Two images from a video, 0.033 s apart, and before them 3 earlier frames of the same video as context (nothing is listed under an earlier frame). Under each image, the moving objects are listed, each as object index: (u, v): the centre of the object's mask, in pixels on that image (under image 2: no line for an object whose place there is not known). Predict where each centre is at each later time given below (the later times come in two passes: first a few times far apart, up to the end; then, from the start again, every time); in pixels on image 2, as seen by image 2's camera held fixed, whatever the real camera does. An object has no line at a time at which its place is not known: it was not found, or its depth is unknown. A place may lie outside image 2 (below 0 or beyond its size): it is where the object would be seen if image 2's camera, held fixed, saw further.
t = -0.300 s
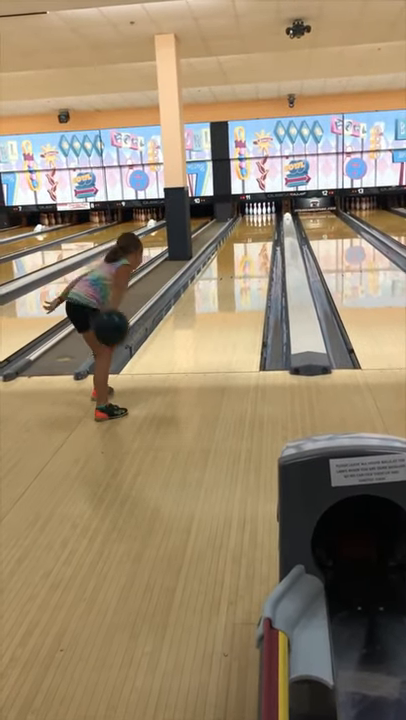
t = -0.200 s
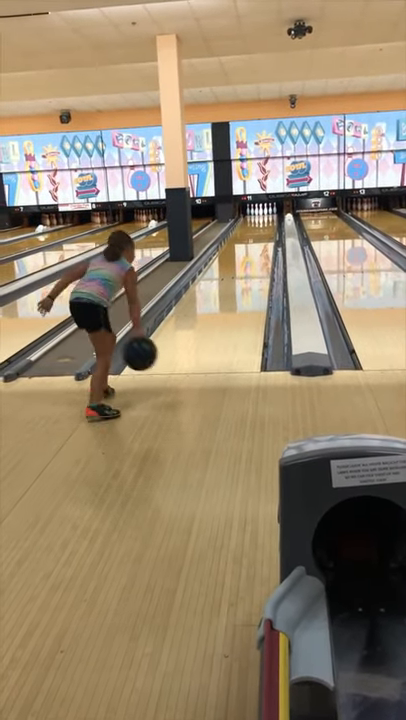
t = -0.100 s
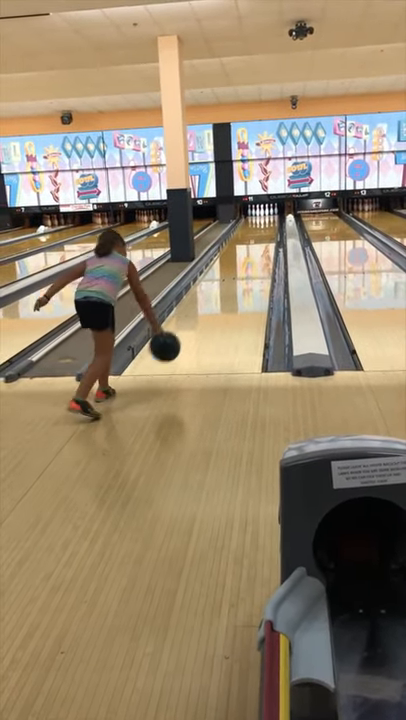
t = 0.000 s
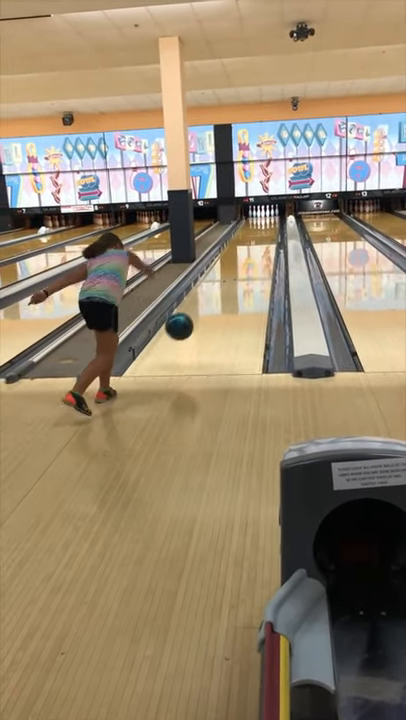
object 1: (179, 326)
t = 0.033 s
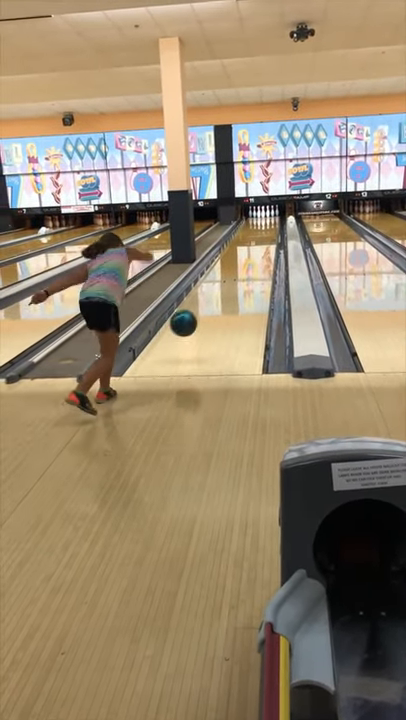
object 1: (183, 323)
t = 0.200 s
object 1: (201, 324)
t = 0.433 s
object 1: (217, 301)
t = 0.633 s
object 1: (227, 285)
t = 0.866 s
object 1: (236, 272)
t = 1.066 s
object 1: (242, 262)
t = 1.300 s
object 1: (248, 254)
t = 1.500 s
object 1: (252, 248)
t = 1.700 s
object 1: (255, 242)
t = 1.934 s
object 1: (258, 237)
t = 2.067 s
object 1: (260, 235)
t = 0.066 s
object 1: (187, 321)
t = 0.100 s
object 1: (190, 320)
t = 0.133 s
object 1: (194, 320)
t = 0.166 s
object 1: (197, 322)
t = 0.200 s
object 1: (201, 324)
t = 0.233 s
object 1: (203, 320)
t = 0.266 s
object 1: (206, 316)
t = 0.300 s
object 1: (208, 313)
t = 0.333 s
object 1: (211, 310)
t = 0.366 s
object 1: (213, 307)
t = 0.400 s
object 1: (215, 303)
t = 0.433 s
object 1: (217, 301)
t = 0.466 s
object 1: (219, 298)
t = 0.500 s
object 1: (221, 295)
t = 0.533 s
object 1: (222, 292)
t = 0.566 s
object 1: (224, 290)
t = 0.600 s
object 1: (225, 288)
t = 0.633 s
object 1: (227, 285)
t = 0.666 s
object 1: (228, 283)
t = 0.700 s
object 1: (230, 281)
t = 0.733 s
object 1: (231, 279)
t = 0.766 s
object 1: (233, 277)
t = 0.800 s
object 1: (234, 275)
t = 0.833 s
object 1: (235, 274)
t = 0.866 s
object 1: (236, 272)
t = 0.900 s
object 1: (237, 270)
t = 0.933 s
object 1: (238, 269)
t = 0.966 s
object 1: (239, 267)
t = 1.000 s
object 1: (240, 265)
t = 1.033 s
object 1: (241, 264)
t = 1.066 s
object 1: (242, 262)
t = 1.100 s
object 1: (243, 261)
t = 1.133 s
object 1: (244, 260)
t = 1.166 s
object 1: (245, 259)
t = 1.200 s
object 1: (245, 257)
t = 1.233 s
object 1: (246, 256)
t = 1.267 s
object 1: (247, 255)
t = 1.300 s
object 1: (248, 254)
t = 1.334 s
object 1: (249, 253)
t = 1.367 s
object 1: (249, 252)
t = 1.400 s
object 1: (250, 251)
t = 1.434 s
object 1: (250, 250)
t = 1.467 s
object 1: (251, 249)
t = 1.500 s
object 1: (252, 248)
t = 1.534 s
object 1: (252, 247)
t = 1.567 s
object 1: (253, 246)
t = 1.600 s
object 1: (253, 245)
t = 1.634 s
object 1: (254, 244)
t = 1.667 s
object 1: (254, 243)
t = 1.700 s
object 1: (255, 242)
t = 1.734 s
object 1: (255, 242)
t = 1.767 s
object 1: (256, 241)
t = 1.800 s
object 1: (257, 241)
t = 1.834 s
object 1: (257, 239)
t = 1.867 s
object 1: (257, 239)
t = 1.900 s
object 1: (258, 238)
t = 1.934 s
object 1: (258, 237)
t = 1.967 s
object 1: (259, 236)
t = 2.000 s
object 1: (259, 236)
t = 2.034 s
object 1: (259, 236)
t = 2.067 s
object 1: (260, 235)
